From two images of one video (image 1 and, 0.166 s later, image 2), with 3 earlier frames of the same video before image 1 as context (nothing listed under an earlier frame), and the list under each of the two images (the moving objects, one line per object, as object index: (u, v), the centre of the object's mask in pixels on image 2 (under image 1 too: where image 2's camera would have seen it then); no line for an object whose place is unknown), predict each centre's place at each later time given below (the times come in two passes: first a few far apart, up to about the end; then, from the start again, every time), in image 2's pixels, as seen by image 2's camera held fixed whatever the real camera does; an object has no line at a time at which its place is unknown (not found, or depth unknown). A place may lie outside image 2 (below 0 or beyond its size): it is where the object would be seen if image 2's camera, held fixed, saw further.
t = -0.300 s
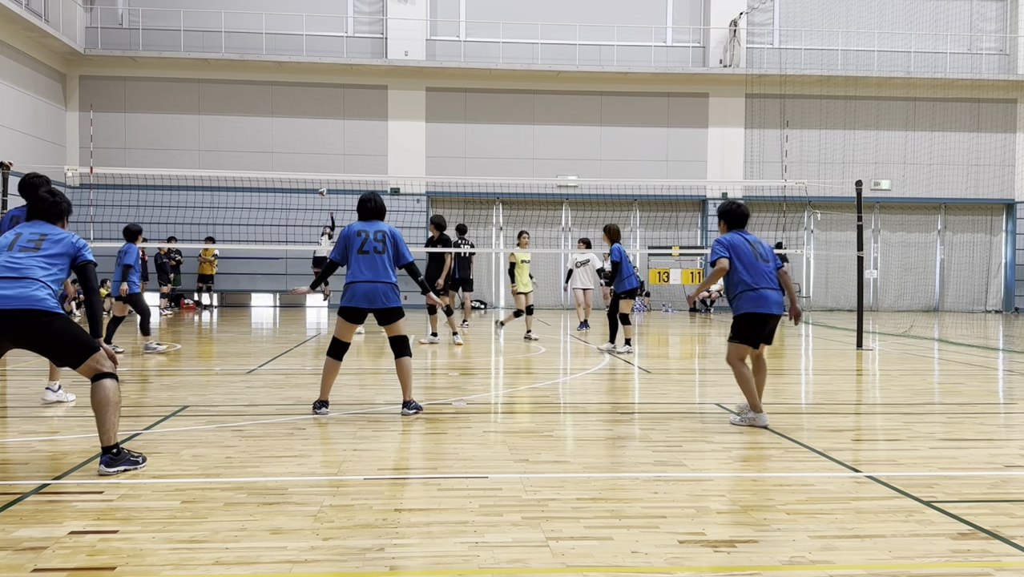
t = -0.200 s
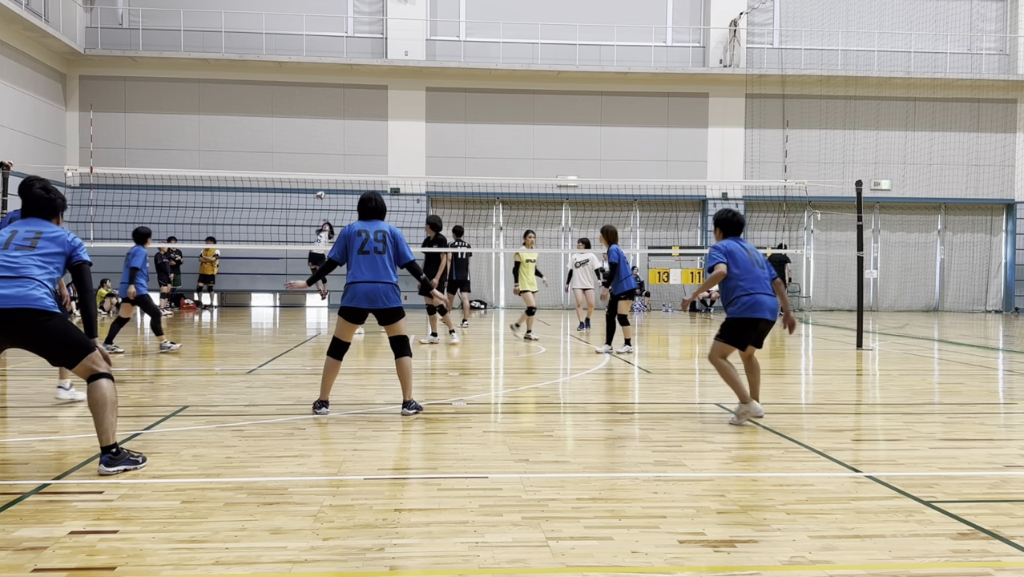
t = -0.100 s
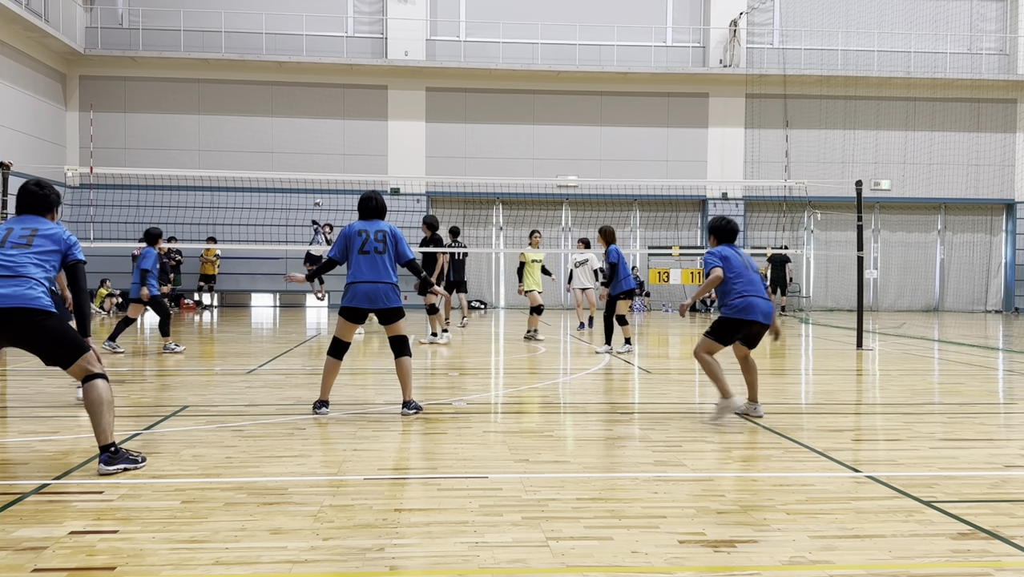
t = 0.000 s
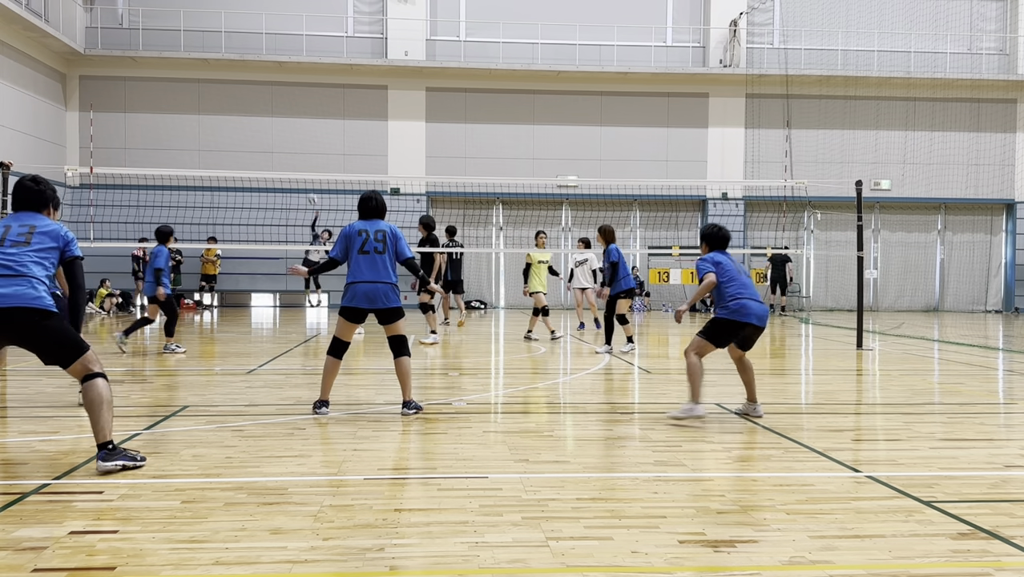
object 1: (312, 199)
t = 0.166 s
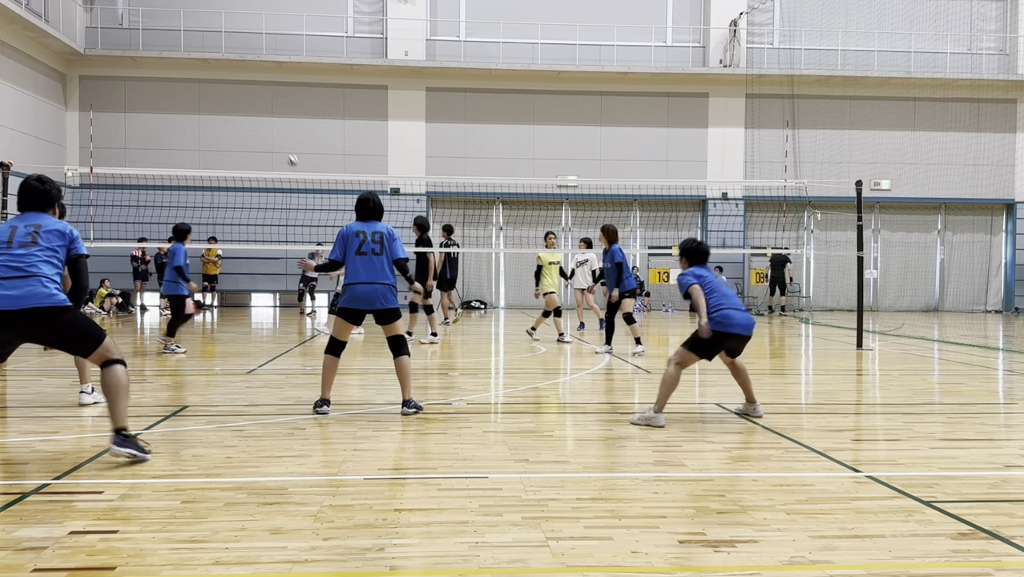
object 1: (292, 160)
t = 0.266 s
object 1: (275, 140)
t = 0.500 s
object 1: (224, 108)
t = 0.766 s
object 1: (121, 118)
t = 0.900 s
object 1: (43, 159)
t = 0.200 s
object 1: (287, 153)
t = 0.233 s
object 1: (281, 146)
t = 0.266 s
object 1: (275, 140)
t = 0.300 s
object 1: (270, 135)
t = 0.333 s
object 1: (263, 129)
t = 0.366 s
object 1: (256, 123)
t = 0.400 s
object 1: (249, 119)
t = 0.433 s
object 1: (241, 114)
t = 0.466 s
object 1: (233, 111)
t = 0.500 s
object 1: (224, 108)
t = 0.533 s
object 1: (214, 106)
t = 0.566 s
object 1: (203, 105)
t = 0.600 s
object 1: (192, 104)
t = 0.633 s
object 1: (179, 104)
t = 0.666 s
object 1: (166, 105)
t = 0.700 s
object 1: (152, 108)
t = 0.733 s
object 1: (137, 112)
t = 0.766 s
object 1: (121, 118)
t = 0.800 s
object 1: (103, 125)
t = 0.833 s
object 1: (84, 136)
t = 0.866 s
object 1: (63, 146)
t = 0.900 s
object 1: (43, 159)
